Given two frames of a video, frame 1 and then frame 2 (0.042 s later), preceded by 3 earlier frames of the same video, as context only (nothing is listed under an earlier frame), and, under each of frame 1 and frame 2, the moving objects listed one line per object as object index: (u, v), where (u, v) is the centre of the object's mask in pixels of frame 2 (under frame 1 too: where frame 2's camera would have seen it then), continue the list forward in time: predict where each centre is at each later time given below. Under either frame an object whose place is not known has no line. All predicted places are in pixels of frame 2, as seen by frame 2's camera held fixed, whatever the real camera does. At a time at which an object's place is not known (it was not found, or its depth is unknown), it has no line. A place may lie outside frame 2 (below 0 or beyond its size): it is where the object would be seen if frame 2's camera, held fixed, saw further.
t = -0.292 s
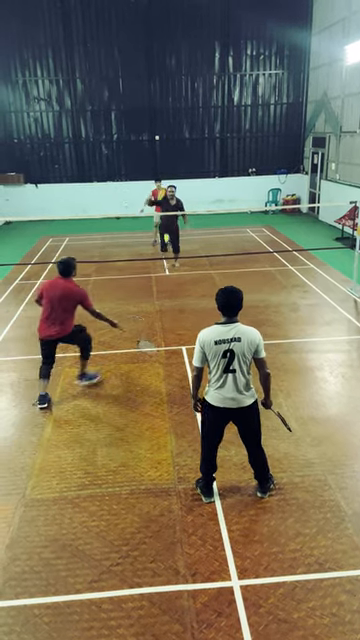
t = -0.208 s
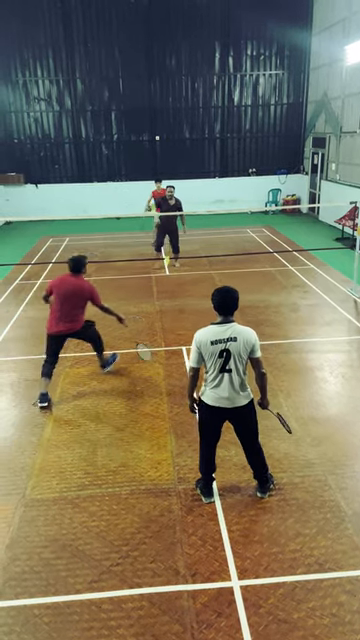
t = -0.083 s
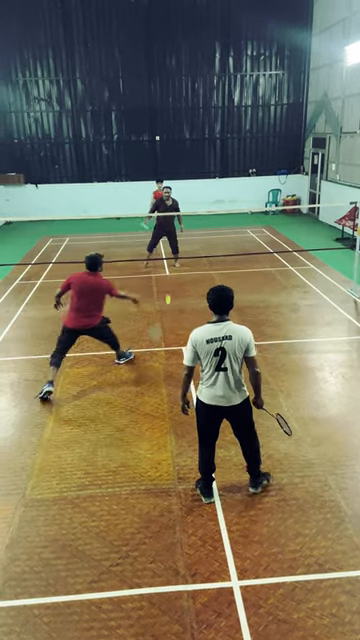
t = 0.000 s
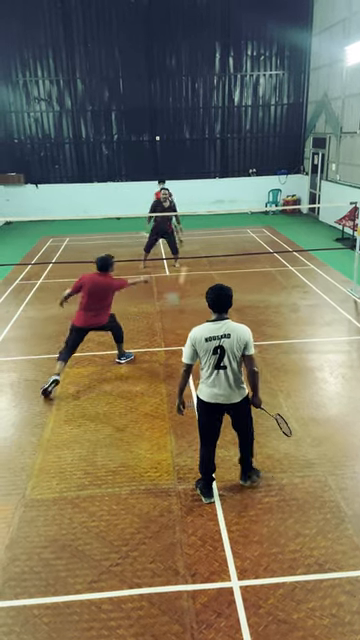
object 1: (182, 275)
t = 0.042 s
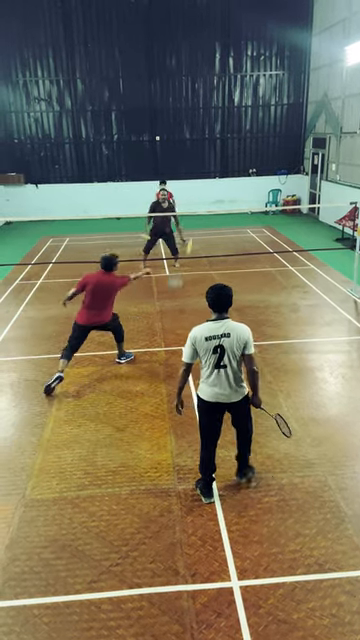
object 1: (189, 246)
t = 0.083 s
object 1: (196, 221)
